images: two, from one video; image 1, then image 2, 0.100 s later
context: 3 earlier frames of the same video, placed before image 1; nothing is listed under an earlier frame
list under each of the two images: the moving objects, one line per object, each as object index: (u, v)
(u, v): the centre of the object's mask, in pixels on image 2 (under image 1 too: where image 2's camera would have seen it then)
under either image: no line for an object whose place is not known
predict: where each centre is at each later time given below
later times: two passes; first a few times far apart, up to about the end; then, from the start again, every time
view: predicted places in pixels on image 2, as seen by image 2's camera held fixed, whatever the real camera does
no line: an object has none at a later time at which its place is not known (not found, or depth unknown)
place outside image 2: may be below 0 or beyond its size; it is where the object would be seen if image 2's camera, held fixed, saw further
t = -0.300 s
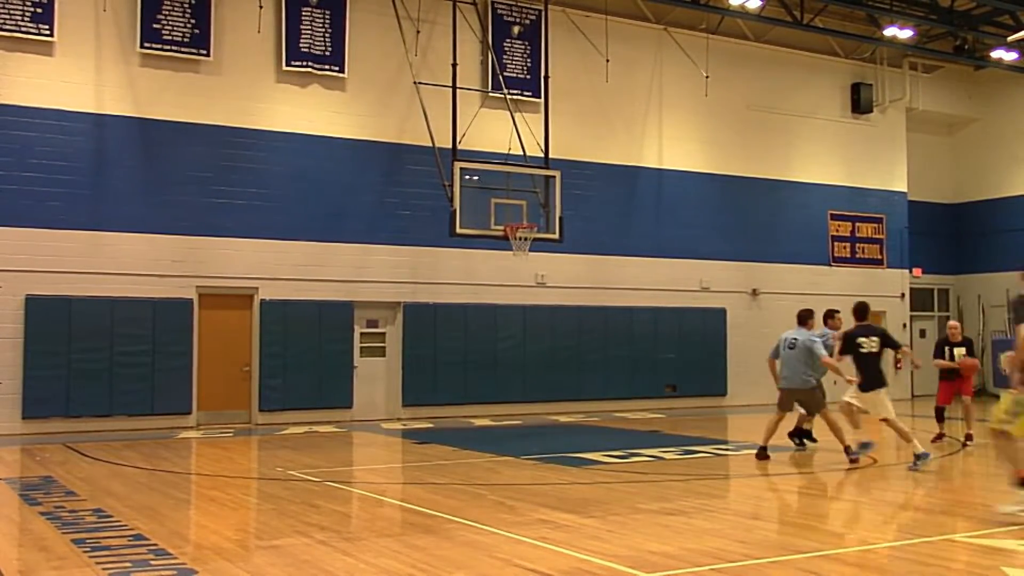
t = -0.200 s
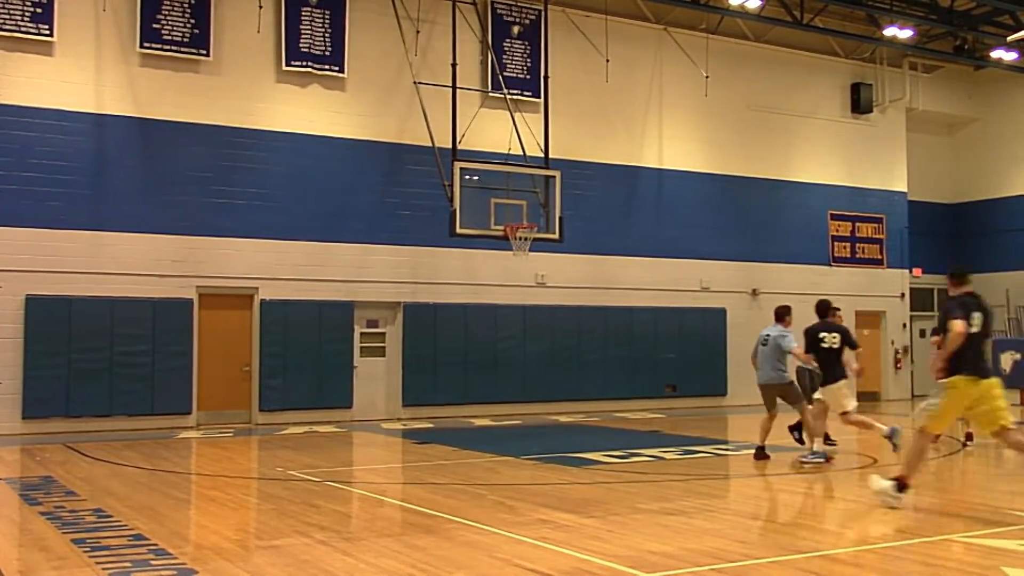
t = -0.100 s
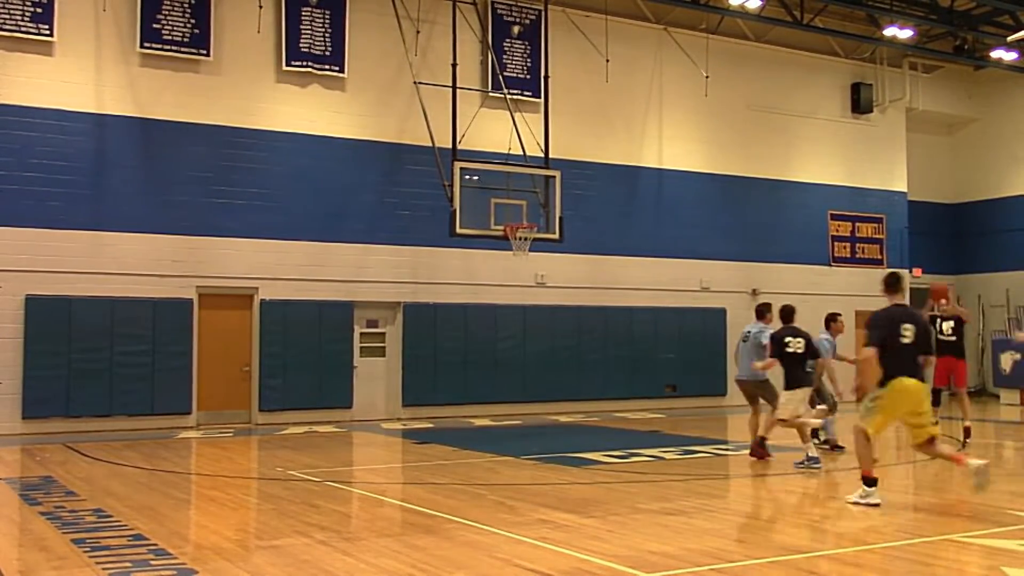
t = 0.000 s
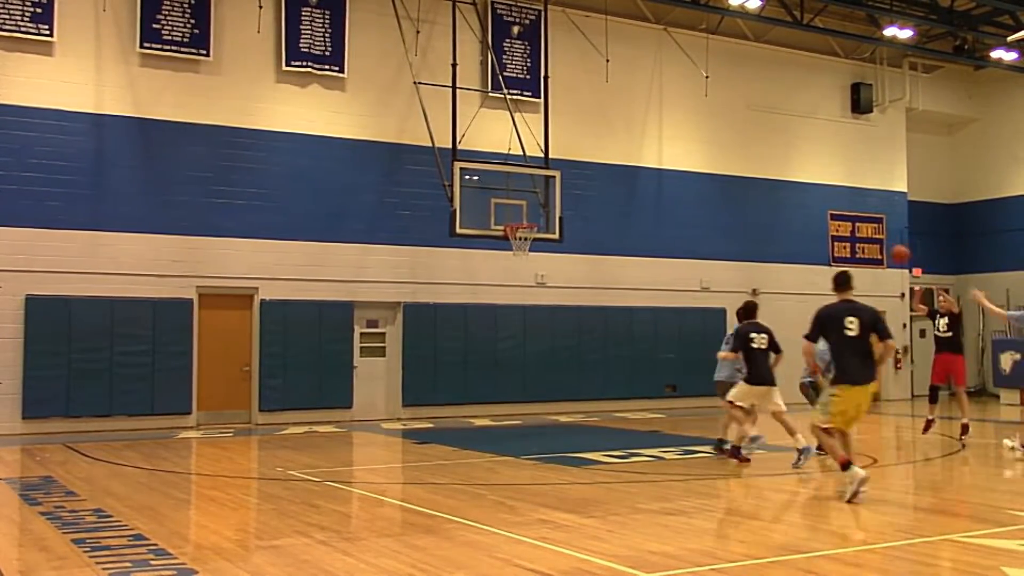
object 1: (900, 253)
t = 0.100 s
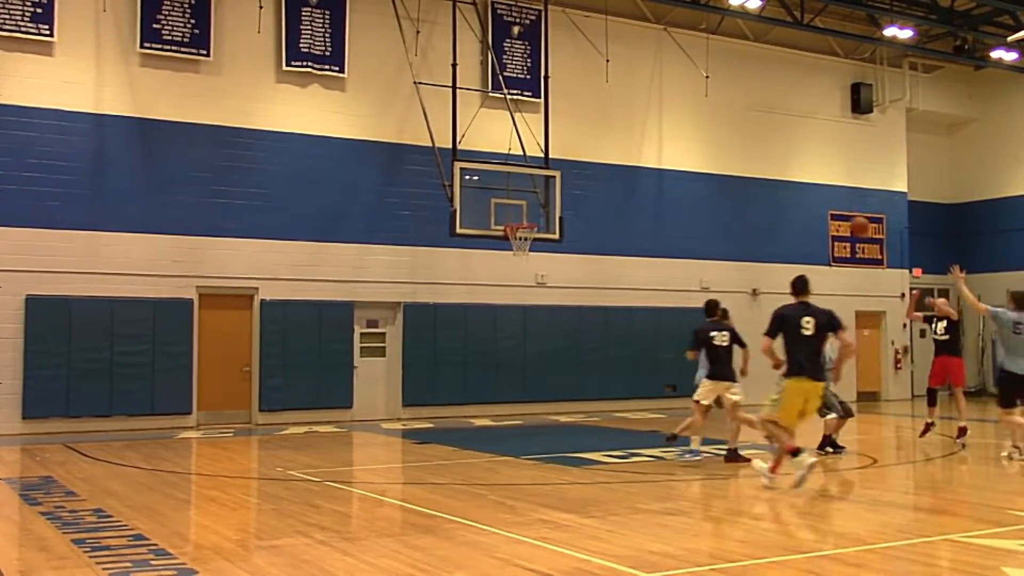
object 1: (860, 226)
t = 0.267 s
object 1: (791, 194)
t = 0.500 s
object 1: (688, 187)
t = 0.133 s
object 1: (846, 218)
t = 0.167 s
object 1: (832, 211)
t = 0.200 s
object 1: (819, 204)
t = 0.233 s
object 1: (805, 199)
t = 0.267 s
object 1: (791, 194)
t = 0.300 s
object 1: (777, 190)
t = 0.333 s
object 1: (762, 188)
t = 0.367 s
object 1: (748, 186)
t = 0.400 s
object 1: (733, 185)
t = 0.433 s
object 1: (719, 184)
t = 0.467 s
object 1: (704, 185)
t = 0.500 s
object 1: (688, 187)
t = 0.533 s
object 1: (674, 189)
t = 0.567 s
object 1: (658, 193)
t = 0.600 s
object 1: (643, 197)
